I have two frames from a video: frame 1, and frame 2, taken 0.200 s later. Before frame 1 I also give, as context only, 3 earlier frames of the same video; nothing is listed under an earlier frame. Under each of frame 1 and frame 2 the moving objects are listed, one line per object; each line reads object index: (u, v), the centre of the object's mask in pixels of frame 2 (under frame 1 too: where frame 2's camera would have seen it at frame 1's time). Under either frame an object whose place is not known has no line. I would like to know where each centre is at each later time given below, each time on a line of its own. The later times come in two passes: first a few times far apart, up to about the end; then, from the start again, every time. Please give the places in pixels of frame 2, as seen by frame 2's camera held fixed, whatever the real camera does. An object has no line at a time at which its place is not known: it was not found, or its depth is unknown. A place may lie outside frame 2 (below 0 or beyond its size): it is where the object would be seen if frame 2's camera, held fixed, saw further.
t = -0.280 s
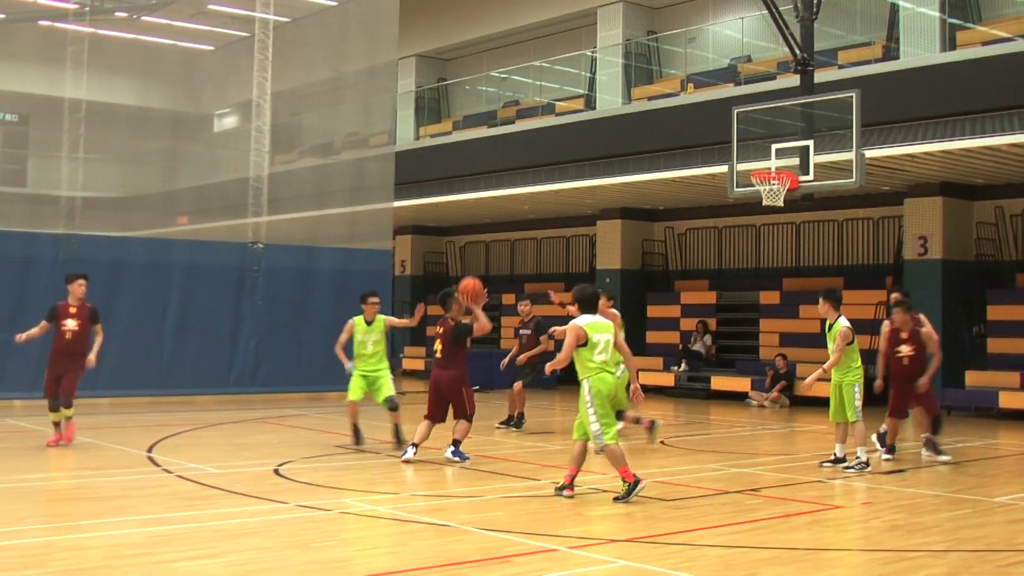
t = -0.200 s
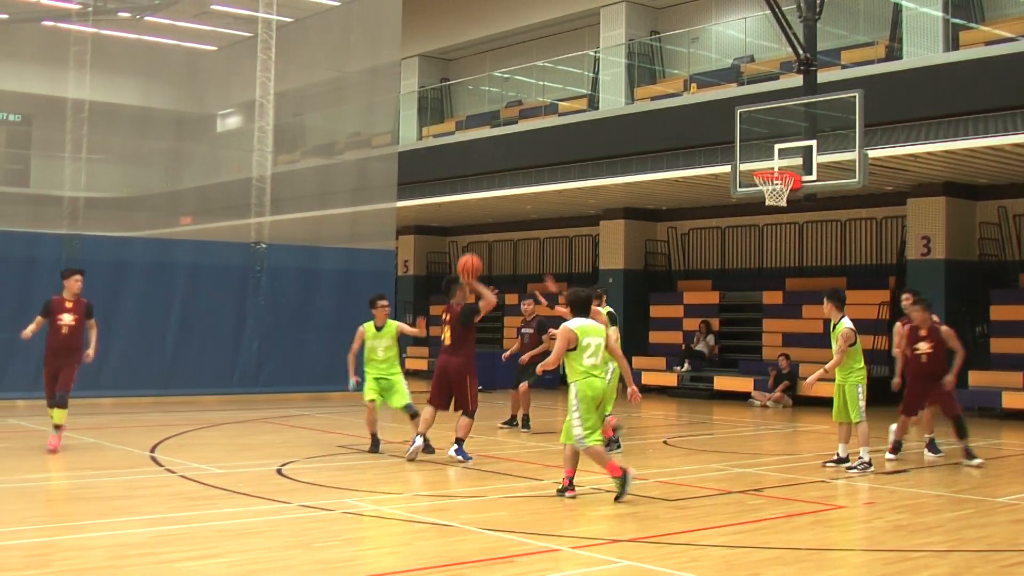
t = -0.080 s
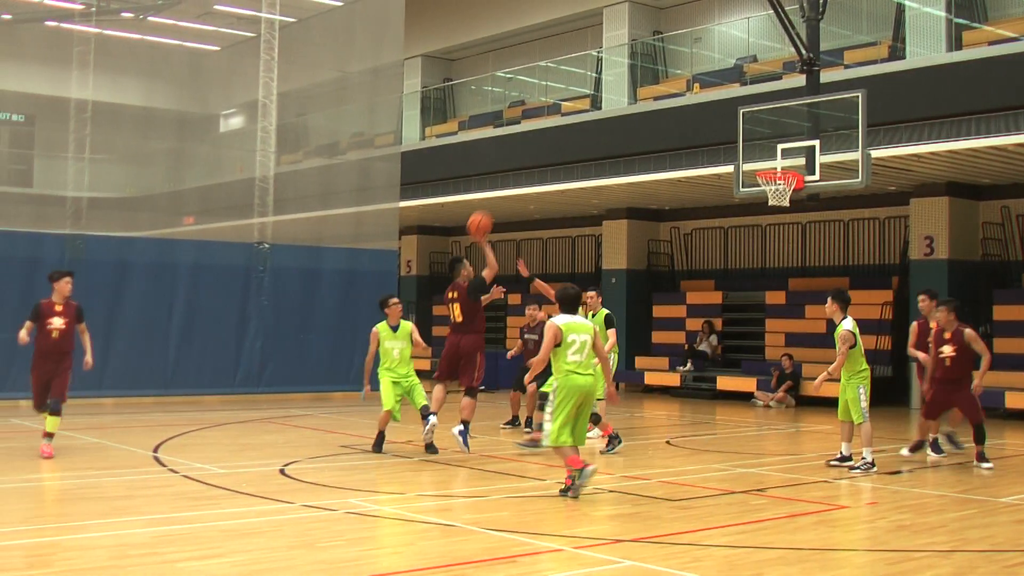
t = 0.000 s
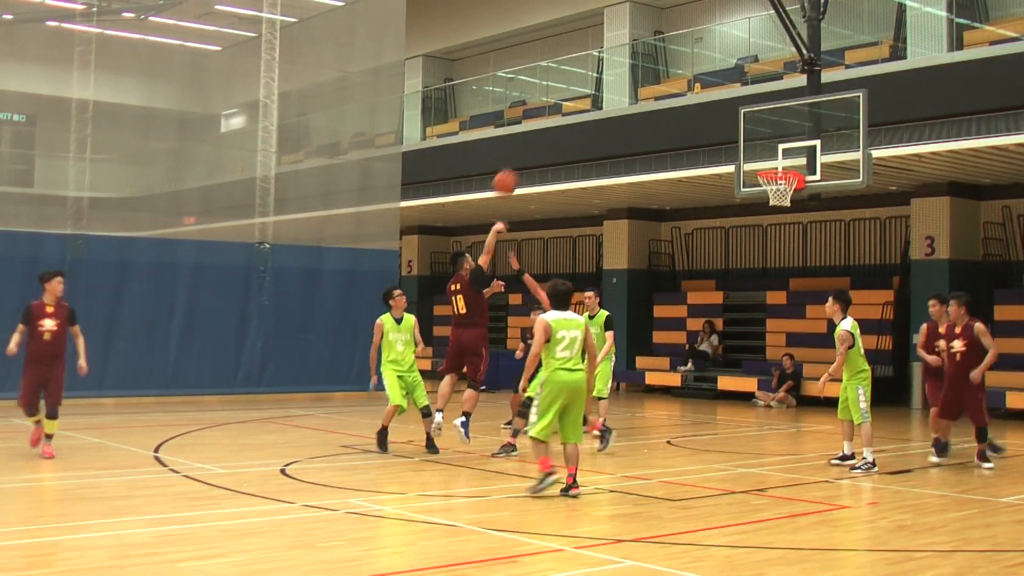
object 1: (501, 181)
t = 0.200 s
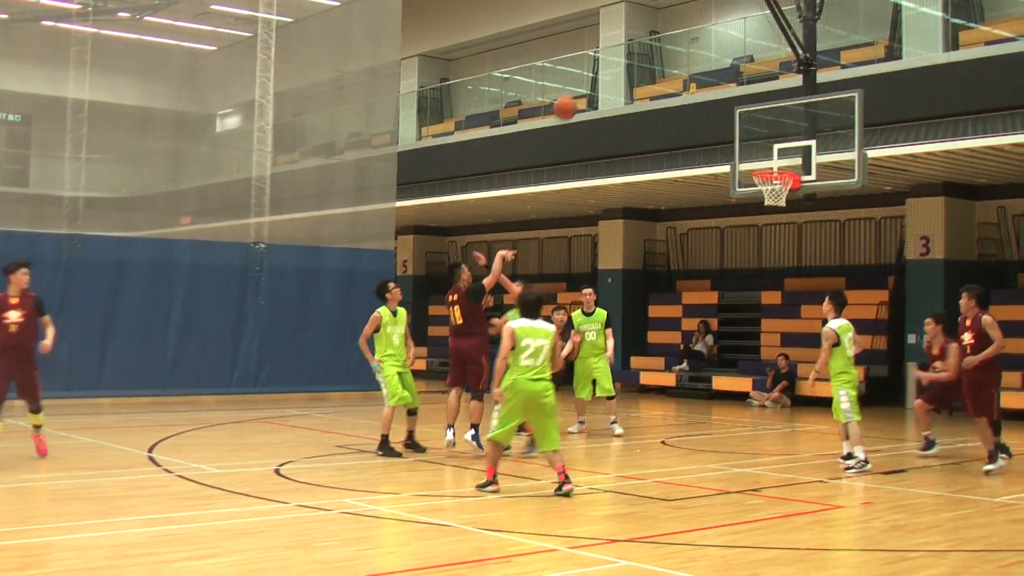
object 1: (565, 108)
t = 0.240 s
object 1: (578, 98)
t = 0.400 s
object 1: (623, 74)
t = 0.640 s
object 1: (686, 80)
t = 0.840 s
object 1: (734, 122)
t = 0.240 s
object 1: (578, 98)
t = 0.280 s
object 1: (589, 90)
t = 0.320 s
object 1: (600, 83)
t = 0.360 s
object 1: (612, 78)
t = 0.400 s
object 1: (623, 74)
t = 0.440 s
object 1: (634, 71)
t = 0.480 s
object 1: (645, 72)
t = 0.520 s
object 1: (655, 71)
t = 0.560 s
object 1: (665, 73)
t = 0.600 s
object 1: (676, 76)
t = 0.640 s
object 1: (686, 80)
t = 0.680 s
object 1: (696, 86)
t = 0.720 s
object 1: (705, 94)
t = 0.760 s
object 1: (716, 102)
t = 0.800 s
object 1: (725, 111)
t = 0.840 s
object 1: (734, 122)
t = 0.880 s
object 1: (744, 134)
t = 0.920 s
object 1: (753, 146)
